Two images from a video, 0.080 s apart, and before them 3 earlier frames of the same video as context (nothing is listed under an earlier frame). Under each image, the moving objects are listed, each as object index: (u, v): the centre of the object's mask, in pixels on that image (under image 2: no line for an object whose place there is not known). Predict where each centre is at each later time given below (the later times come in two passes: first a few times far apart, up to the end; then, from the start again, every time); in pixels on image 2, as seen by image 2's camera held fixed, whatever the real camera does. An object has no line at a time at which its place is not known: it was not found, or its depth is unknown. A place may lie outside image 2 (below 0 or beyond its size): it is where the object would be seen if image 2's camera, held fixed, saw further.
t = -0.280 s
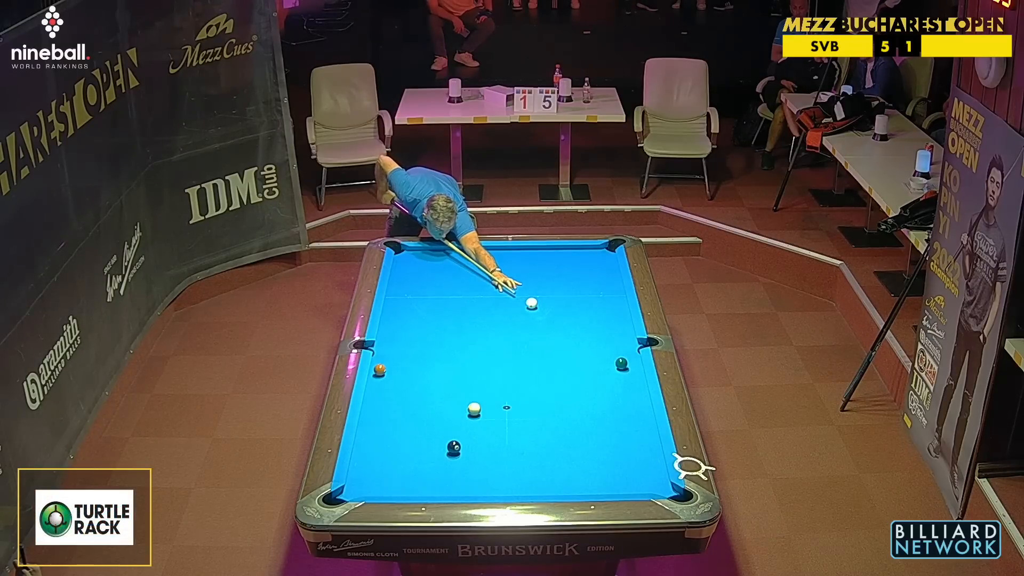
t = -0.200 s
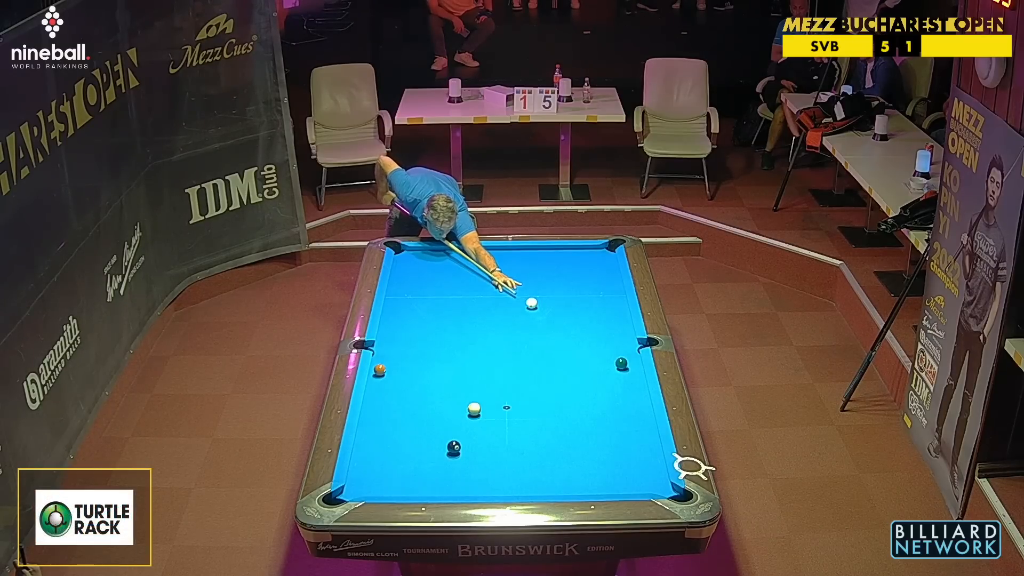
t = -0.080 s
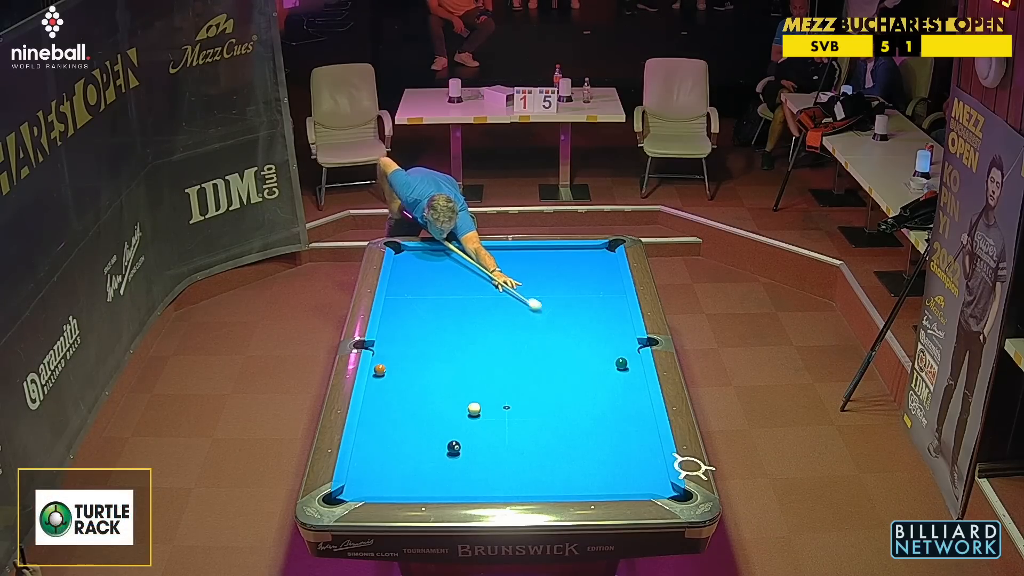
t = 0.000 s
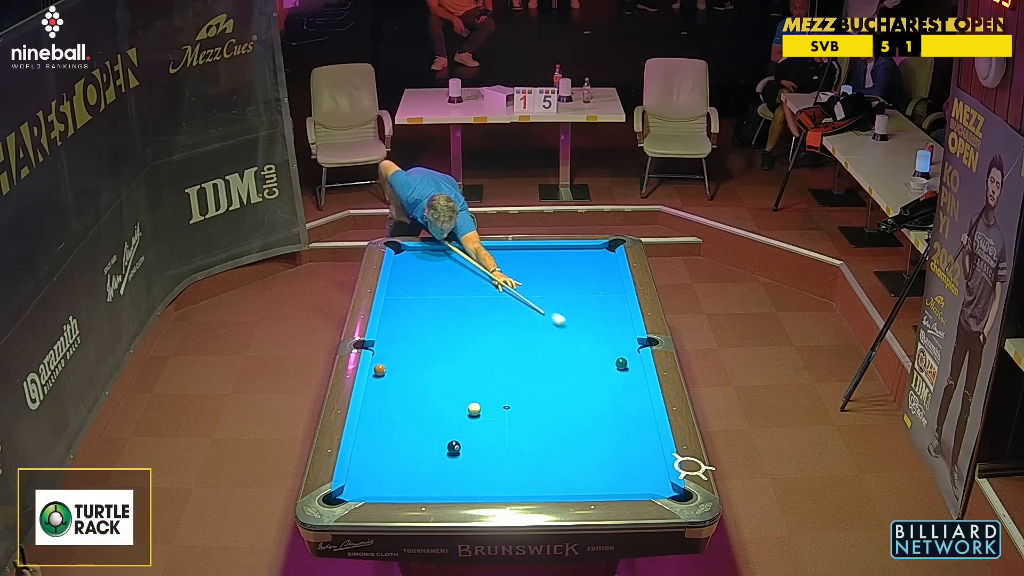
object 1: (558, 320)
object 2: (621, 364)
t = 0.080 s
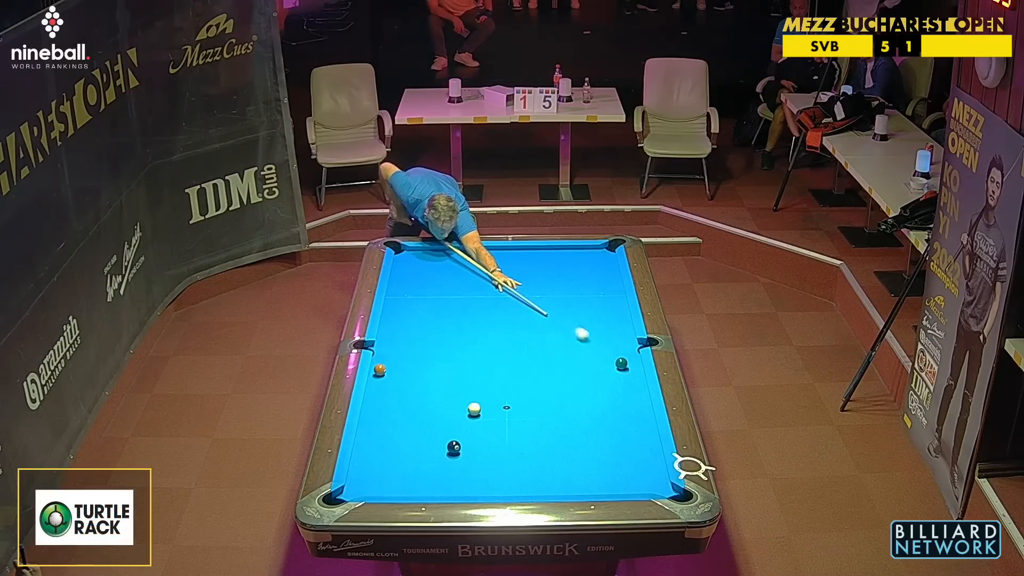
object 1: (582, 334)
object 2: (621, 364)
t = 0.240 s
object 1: (625, 357)
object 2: (624, 368)
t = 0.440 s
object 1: (621, 355)
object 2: (636, 402)
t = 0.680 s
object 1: (600, 352)
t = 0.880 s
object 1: (584, 349)
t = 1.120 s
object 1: (565, 345)
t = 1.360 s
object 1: (547, 342)
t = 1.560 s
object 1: (533, 339)
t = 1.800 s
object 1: (518, 336)
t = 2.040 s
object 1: (503, 334)
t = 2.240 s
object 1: (492, 332)
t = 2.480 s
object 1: (479, 329)
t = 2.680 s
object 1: (469, 327)
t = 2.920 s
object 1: (458, 325)
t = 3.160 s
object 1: (447, 324)
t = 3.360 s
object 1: (439, 322)
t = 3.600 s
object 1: (431, 321)
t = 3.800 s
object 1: (424, 319)
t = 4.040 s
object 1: (417, 318)
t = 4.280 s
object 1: (411, 317)
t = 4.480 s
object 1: (406, 317)
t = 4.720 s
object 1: (402, 316)
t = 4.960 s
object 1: (398, 316)
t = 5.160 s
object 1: (395, 315)
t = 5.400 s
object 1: (393, 315)
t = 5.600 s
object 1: (392, 315)
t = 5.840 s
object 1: (391, 315)
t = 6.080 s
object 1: (391, 315)
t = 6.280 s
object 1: (390, 315)
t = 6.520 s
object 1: (390, 315)
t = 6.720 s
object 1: (390, 315)
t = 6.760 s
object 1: (390, 315)
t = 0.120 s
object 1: (594, 342)
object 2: (621, 364)
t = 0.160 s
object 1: (605, 349)
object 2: (621, 364)
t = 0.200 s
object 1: (615, 354)
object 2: (622, 364)
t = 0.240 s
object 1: (625, 357)
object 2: (624, 368)
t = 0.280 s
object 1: (633, 358)
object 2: (626, 376)
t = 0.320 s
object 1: (632, 357)
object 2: (629, 383)
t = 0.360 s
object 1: (628, 357)
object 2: (631, 389)
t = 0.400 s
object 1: (624, 356)
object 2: (634, 396)
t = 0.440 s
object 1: (621, 355)
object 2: (636, 402)
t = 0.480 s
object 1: (617, 355)
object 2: (639, 408)
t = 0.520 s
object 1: (614, 354)
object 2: (641, 414)
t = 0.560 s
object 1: (610, 353)
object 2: (643, 419)
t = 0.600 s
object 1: (607, 353)
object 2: (646, 425)
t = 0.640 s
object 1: (603, 352)
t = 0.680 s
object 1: (600, 352)
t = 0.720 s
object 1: (597, 351)
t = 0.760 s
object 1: (593, 350)
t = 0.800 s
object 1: (590, 350)
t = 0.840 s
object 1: (587, 349)
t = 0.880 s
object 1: (584, 349)
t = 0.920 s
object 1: (580, 348)
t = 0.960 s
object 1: (577, 347)
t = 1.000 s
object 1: (574, 347)
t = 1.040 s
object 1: (571, 346)
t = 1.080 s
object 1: (568, 346)
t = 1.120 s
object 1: (565, 345)
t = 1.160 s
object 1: (562, 345)
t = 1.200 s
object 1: (559, 344)
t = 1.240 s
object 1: (556, 343)
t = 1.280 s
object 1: (553, 343)
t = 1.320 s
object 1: (550, 342)
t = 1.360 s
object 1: (547, 342)
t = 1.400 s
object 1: (544, 341)
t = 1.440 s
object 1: (542, 341)
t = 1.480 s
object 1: (539, 340)
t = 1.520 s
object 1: (536, 340)
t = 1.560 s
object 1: (533, 339)
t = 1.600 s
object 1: (531, 339)
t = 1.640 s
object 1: (528, 338)
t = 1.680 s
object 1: (525, 338)
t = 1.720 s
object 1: (523, 337)
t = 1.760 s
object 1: (520, 337)
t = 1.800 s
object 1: (518, 336)
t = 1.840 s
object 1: (515, 336)
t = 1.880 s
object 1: (513, 336)
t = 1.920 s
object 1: (510, 335)
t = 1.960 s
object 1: (508, 335)
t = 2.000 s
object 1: (505, 334)
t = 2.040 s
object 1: (503, 334)
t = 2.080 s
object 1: (501, 333)
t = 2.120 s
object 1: (498, 333)
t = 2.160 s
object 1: (496, 332)
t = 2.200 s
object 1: (494, 332)
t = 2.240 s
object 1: (492, 332)
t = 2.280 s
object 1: (489, 331)
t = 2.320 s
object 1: (487, 331)
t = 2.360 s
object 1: (485, 330)
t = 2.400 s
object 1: (483, 330)
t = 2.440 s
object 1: (481, 330)
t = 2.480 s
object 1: (479, 329)
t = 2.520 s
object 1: (477, 329)
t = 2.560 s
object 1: (475, 328)
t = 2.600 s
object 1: (473, 328)
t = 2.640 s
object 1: (471, 328)
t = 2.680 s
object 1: (469, 327)
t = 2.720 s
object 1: (467, 327)
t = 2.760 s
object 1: (465, 327)
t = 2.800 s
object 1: (463, 326)
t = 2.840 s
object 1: (461, 326)
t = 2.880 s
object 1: (459, 326)
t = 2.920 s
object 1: (458, 325)
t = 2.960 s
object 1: (456, 325)
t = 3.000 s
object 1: (454, 325)
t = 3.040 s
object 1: (452, 324)
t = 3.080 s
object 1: (450, 324)
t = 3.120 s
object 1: (449, 324)
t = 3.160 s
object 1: (447, 324)
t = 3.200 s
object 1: (446, 323)
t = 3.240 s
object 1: (444, 323)
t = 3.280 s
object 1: (442, 323)
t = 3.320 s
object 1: (441, 322)
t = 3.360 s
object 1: (439, 322)
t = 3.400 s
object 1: (438, 322)
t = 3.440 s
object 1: (436, 322)
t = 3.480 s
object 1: (435, 321)
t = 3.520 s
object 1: (433, 321)
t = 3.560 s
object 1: (432, 321)
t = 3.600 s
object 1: (431, 321)
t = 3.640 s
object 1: (429, 320)
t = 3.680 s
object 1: (428, 320)
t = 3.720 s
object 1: (427, 320)
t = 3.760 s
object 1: (426, 320)
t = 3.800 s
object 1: (424, 319)
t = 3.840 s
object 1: (423, 319)
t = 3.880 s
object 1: (422, 319)
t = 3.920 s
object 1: (421, 319)
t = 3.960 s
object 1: (419, 319)
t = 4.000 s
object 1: (418, 318)
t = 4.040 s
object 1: (417, 318)
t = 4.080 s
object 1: (416, 318)
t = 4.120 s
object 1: (415, 318)
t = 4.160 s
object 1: (414, 318)
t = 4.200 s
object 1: (413, 318)
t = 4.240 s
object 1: (412, 317)
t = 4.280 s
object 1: (411, 317)
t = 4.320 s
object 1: (410, 317)
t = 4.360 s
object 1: (409, 317)
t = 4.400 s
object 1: (408, 317)
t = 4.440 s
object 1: (407, 317)
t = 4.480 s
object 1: (406, 317)
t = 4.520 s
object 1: (406, 317)
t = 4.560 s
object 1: (405, 316)
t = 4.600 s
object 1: (404, 316)
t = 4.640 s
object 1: (403, 316)
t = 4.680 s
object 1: (402, 316)
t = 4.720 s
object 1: (402, 316)
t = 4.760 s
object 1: (401, 316)
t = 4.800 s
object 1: (400, 316)
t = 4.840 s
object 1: (400, 316)
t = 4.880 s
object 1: (399, 316)
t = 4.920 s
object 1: (398, 316)
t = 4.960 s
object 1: (398, 316)
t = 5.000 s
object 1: (397, 316)
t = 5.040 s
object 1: (397, 315)
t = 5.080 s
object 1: (396, 315)
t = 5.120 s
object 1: (396, 315)
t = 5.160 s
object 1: (395, 315)
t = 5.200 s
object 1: (395, 315)
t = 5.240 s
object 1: (394, 315)
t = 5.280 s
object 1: (394, 315)
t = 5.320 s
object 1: (394, 315)
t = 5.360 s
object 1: (393, 315)
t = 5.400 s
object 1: (393, 315)
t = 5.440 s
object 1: (393, 315)
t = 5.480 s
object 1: (392, 315)
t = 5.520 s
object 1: (392, 315)
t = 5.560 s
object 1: (392, 315)
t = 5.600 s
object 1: (392, 315)
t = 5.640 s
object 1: (392, 315)
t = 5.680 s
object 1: (391, 315)
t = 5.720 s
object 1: (391, 315)
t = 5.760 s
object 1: (391, 315)
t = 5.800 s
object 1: (391, 315)
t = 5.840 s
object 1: (391, 315)
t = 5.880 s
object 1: (391, 315)
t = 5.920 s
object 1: (391, 315)
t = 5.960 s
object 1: (391, 315)
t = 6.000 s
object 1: (391, 315)
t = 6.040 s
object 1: (391, 315)
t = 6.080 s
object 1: (391, 315)
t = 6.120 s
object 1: (391, 315)
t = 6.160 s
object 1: (390, 315)
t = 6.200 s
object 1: (390, 315)
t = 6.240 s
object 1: (390, 315)
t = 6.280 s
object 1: (390, 315)
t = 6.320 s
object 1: (390, 315)
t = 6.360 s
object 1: (390, 315)
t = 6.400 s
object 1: (390, 315)
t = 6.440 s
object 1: (390, 315)
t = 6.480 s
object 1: (390, 315)
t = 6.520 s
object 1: (390, 315)
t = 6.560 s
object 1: (390, 315)
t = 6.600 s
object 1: (390, 315)
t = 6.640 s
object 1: (390, 315)
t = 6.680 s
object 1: (390, 315)
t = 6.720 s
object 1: (390, 315)
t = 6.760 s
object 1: (390, 315)
